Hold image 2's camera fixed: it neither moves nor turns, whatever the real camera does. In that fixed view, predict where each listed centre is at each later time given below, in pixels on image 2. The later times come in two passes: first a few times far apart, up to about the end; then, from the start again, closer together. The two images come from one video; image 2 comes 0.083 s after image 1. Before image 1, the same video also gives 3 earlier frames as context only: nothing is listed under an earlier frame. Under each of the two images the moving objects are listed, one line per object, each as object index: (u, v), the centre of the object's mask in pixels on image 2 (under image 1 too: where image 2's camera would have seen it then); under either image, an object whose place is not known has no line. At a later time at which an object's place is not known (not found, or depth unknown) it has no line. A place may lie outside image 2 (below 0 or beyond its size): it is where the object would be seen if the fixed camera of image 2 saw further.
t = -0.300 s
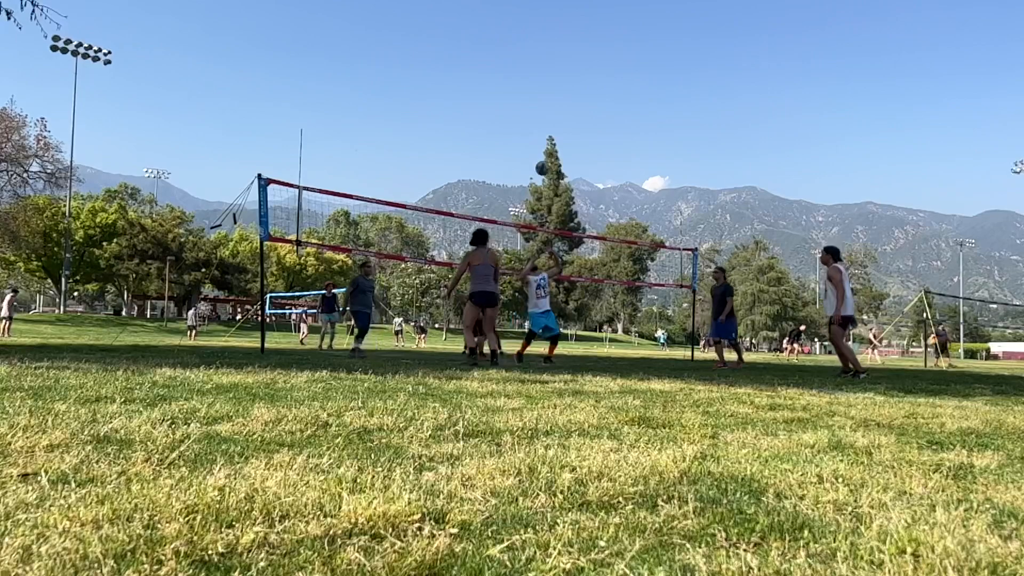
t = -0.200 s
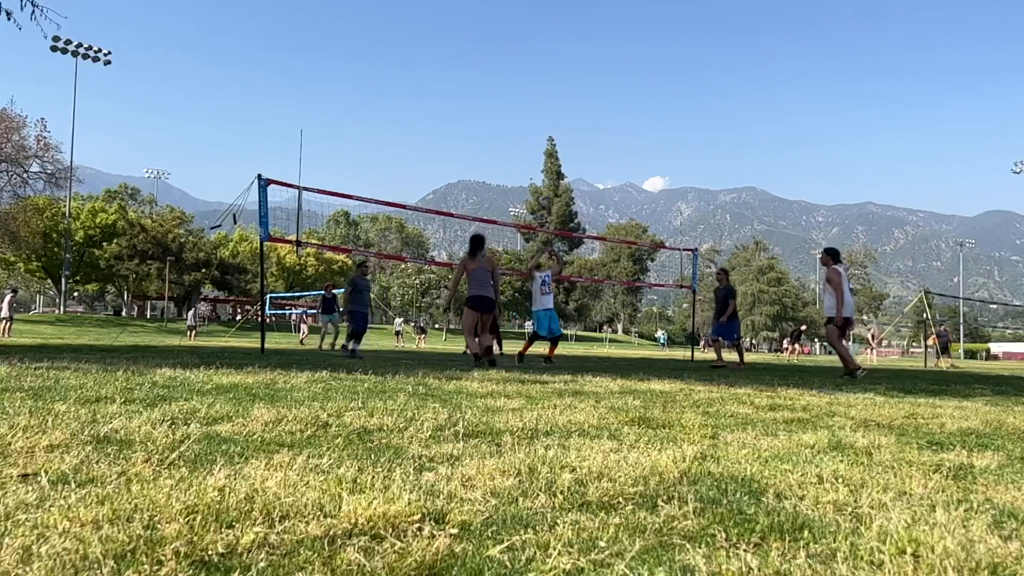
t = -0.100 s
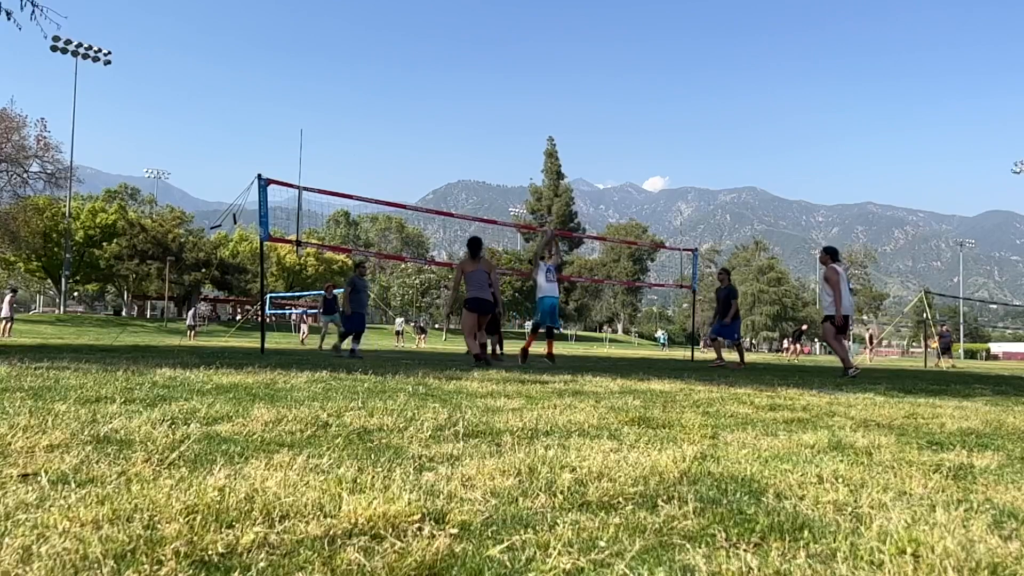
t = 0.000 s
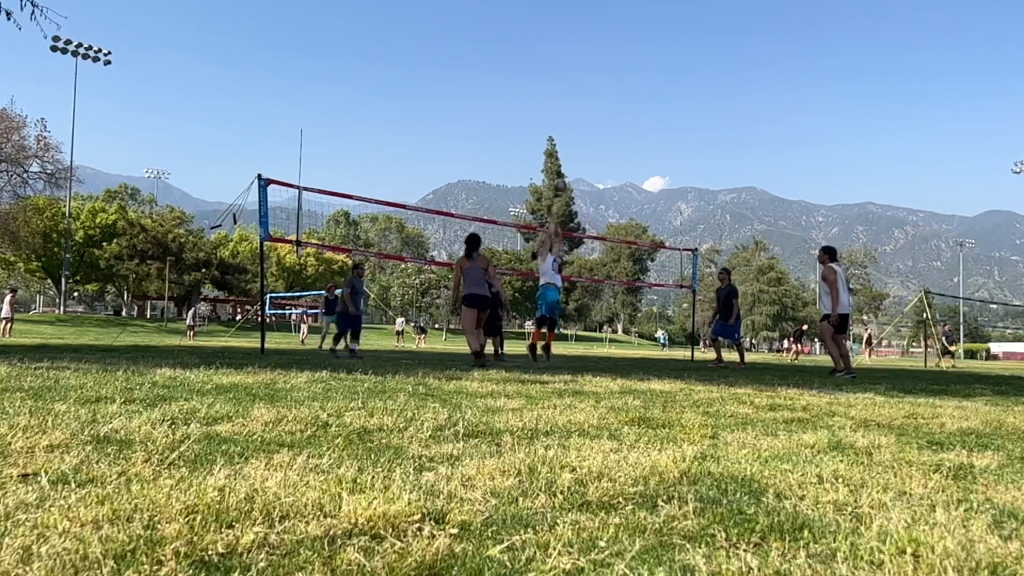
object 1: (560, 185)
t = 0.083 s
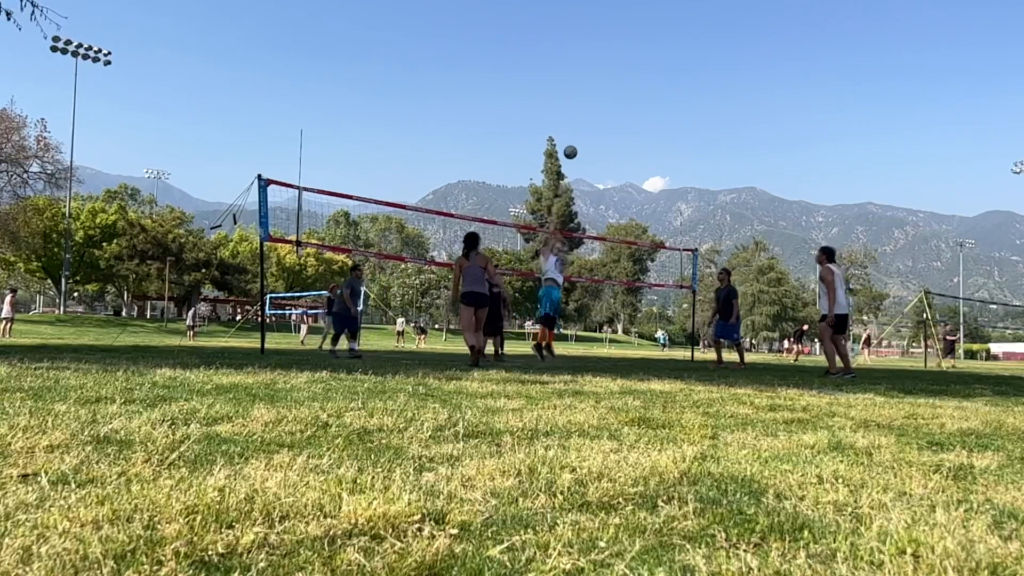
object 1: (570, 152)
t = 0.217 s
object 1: (586, 110)
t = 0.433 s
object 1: (611, 64)
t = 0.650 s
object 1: (634, 49)
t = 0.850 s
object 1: (653, 59)
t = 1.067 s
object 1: (673, 95)
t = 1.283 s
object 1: (690, 154)
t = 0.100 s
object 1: (572, 146)
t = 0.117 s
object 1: (574, 140)
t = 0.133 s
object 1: (577, 134)
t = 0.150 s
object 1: (578, 132)
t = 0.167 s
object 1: (580, 125)
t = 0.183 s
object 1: (583, 118)
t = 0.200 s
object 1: (585, 113)
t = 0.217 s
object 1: (586, 110)
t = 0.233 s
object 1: (588, 104)
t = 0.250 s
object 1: (590, 100)
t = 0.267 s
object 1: (592, 96)
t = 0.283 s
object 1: (594, 92)
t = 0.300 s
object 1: (595, 90)
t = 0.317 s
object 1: (598, 85)
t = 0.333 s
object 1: (600, 81)
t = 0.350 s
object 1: (602, 78)
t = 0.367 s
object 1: (604, 75)
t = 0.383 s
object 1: (605, 73)
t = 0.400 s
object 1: (607, 69)
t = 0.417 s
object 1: (609, 67)
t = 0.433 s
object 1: (611, 64)
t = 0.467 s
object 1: (614, 60)
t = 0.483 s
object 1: (616, 58)
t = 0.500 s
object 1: (618, 57)
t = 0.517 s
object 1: (620, 55)
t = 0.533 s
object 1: (621, 55)
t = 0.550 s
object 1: (622, 53)
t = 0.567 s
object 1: (625, 52)
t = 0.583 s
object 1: (627, 51)
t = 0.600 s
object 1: (628, 50)
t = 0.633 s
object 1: (631, 49)
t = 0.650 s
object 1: (634, 49)
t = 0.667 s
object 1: (635, 49)
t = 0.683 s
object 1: (637, 49)
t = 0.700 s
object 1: (638, 49)
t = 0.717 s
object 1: (639, 50)
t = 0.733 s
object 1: (642, 51)
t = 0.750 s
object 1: (644, 51)
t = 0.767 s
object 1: (645, 52)
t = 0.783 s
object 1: (647, 53)
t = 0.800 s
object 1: (648, 54)
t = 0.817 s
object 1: (649, 56)
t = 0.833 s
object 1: (652, 58)
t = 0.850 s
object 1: (653, 59)
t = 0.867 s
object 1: (655, 61)
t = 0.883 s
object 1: (656, 63)
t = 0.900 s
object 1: (658, 65)
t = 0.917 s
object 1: (659, 68)
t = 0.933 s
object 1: (661, 70)
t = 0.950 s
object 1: (662, 71)
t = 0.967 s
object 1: (663, 73)
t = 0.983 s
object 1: (665, 78)
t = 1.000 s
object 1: (667, 81)
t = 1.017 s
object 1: (668, 84)
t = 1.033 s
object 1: (670, 88)
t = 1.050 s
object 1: (671, 90)
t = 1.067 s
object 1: (673, 95)
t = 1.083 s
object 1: (674, 98)
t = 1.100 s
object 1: (675, 102)
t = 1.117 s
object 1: (677, 106)
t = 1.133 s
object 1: (678, 108)
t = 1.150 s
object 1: (679, 114)
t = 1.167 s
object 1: (681, 119)
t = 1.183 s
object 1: (682, 123)
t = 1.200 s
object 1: (684, 128)
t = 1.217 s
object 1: (685, 132)
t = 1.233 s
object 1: (686, 138)
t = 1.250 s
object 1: (688, 143)
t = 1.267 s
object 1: (689, 148)
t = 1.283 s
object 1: (690, 154)
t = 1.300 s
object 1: (691, 156)
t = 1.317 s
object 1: (693, 163)
